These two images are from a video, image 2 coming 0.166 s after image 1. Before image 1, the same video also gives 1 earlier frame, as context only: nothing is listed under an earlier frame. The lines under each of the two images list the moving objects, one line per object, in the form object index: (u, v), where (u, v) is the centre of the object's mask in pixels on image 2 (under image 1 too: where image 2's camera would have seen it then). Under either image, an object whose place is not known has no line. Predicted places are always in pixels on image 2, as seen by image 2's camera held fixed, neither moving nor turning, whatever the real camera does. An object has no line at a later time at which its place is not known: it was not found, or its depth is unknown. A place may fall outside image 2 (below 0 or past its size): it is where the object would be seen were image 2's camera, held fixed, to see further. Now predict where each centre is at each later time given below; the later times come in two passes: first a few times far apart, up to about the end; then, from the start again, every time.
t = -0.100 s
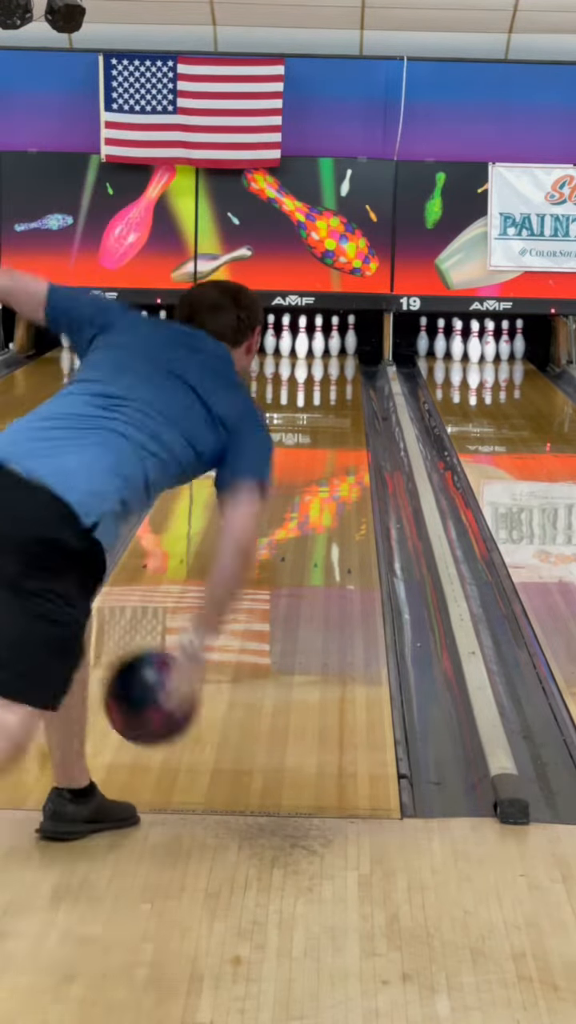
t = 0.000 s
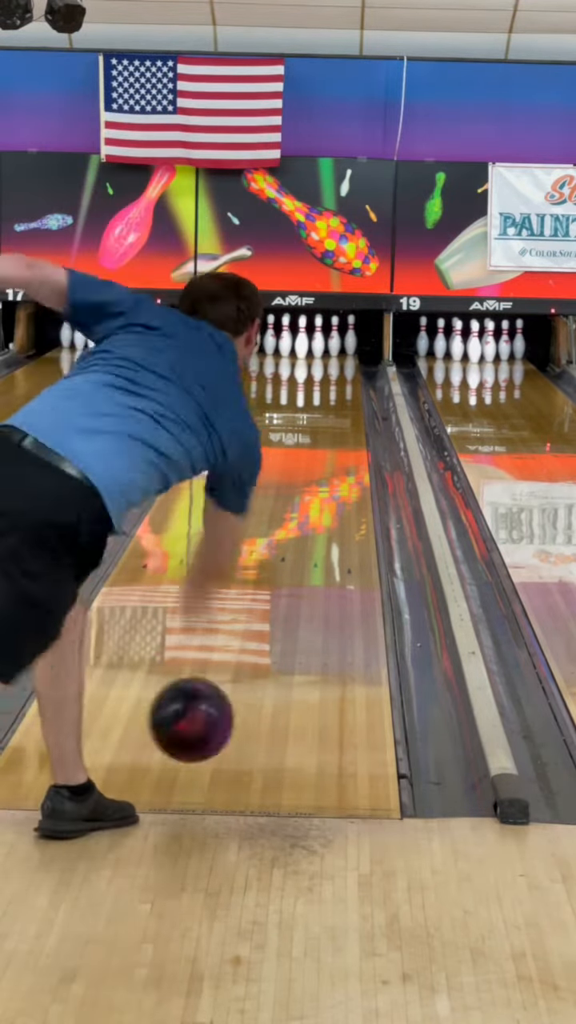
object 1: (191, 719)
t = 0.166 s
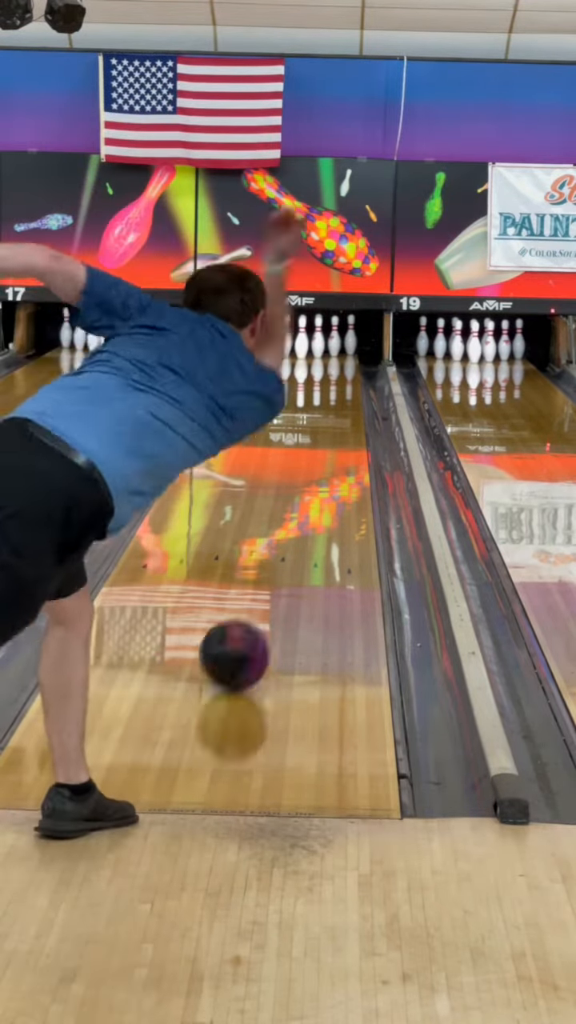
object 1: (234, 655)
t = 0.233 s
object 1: (248, 626)
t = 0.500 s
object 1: (287, 541)
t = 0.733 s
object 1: (309, 490)
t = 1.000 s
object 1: (326, 449)
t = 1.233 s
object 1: (336, 420)
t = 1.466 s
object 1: (343, 398)
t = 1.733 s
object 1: (345, 378)
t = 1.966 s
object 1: (336, 363)
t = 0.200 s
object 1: (241, 641)
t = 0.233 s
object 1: (248, 626)
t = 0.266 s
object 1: (254, 613)
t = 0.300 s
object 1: (259, 601)
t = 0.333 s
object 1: (265, 589)
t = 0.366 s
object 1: (270, 578)
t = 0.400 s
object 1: (275, 568)
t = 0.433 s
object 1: (279, 559)
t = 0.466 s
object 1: (288, 555)
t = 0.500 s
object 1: (287, 541)
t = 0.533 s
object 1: (291, 533)
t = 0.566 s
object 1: (294, 525)
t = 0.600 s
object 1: (298, 517)
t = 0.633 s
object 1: (301, 510)
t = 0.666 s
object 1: (304, 503)
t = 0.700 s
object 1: (307, 497)
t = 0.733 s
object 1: (309, 490)
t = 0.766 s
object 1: (312, 484)
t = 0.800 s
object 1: (314, 478)
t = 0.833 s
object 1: (317, 472)
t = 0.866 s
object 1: (319, 467)
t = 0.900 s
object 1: (321, 462)
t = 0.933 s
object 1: (323, 458)
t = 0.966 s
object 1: (324, 453)
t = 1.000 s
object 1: (326, 449)
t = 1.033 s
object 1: (328, 444)
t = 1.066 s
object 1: (329, 439)
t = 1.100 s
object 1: (331, 435)
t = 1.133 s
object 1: (332, 431)
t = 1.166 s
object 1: (334, 427)
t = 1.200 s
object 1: (335, 424)
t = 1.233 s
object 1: (336, 420)
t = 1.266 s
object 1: (337, 417)
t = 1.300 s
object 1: (339, 413)
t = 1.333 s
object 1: (340, 410)
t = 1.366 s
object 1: (341, 407)
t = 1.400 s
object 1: (342, 404)
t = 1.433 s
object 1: (343, 400)
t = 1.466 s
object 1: (343, 398)
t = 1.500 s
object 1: (344, 396)
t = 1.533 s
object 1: (345, 392)
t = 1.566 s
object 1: (345, 390)
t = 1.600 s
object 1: (345, 388)
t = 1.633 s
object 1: (345, 385)
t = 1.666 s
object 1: (345, 383)
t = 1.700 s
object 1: (345, 381)
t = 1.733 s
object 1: (345, 378)
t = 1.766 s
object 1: (344, 376)
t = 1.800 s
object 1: (343, 375)
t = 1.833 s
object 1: (343, 372)
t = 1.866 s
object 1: (341, 370)
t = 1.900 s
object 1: (339, 368)
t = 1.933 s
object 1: (339, 366)
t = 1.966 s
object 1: (336, 363)
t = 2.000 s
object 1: (335, 362)
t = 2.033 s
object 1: (333, 361)
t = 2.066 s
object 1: (331, 358)
